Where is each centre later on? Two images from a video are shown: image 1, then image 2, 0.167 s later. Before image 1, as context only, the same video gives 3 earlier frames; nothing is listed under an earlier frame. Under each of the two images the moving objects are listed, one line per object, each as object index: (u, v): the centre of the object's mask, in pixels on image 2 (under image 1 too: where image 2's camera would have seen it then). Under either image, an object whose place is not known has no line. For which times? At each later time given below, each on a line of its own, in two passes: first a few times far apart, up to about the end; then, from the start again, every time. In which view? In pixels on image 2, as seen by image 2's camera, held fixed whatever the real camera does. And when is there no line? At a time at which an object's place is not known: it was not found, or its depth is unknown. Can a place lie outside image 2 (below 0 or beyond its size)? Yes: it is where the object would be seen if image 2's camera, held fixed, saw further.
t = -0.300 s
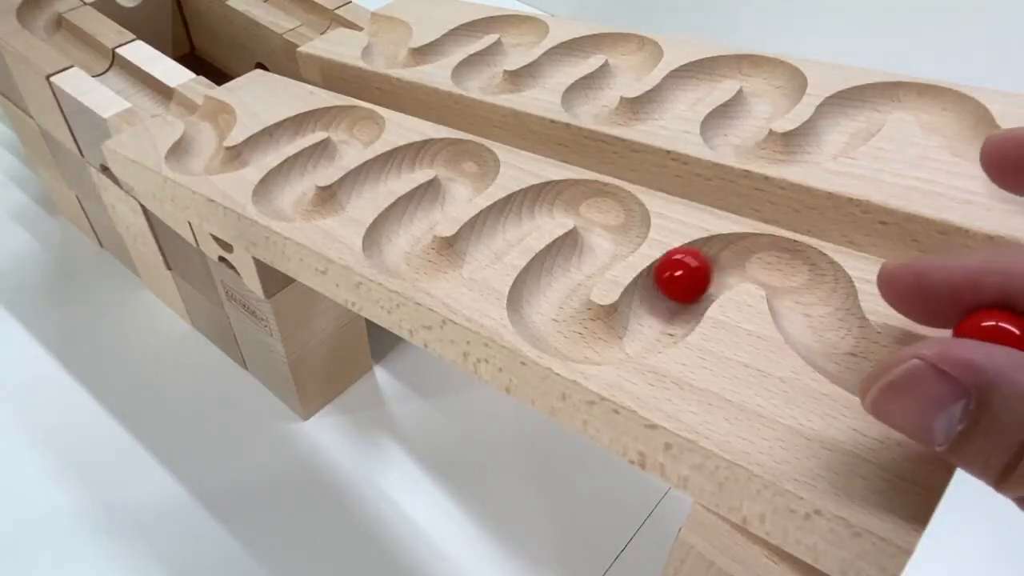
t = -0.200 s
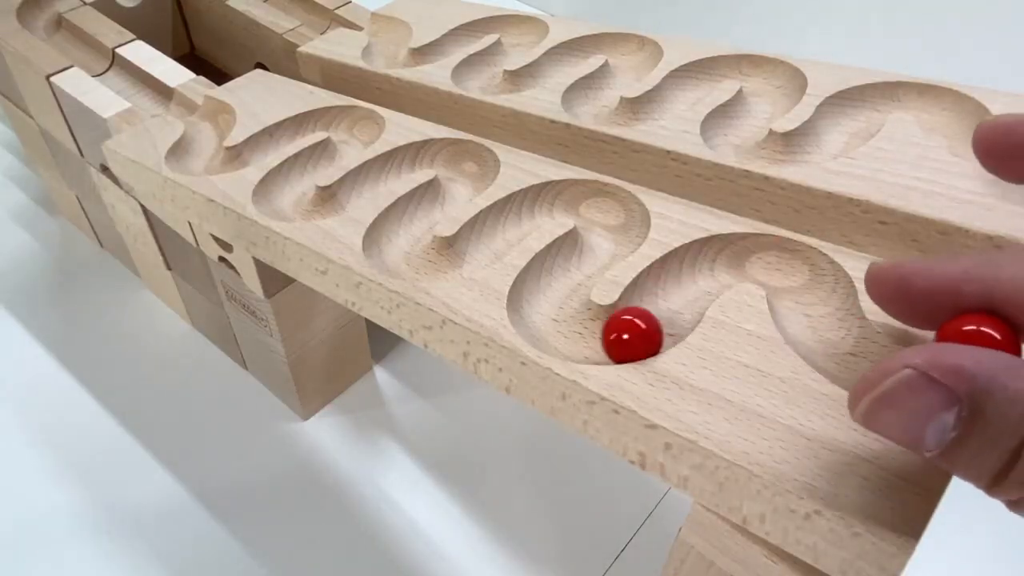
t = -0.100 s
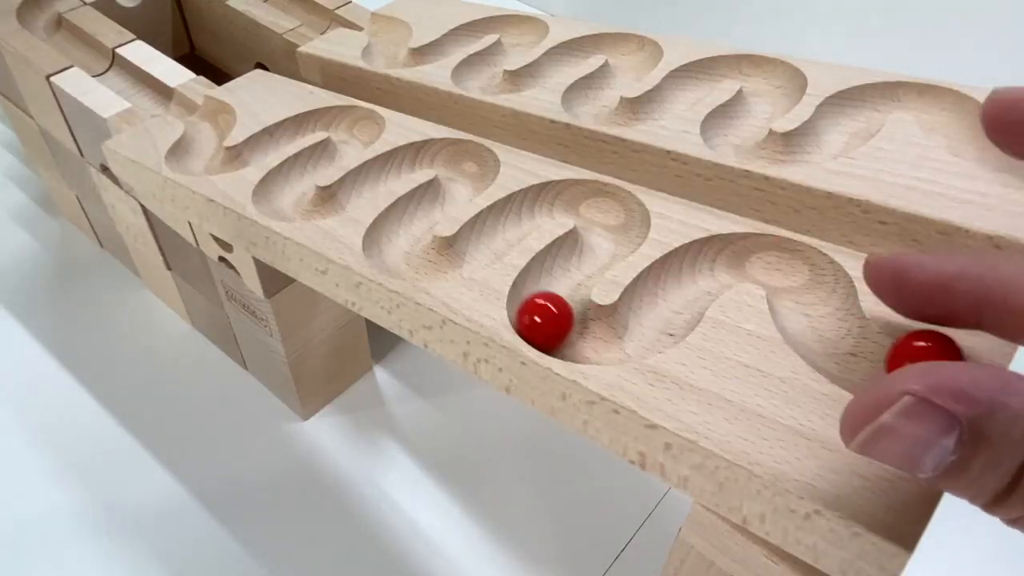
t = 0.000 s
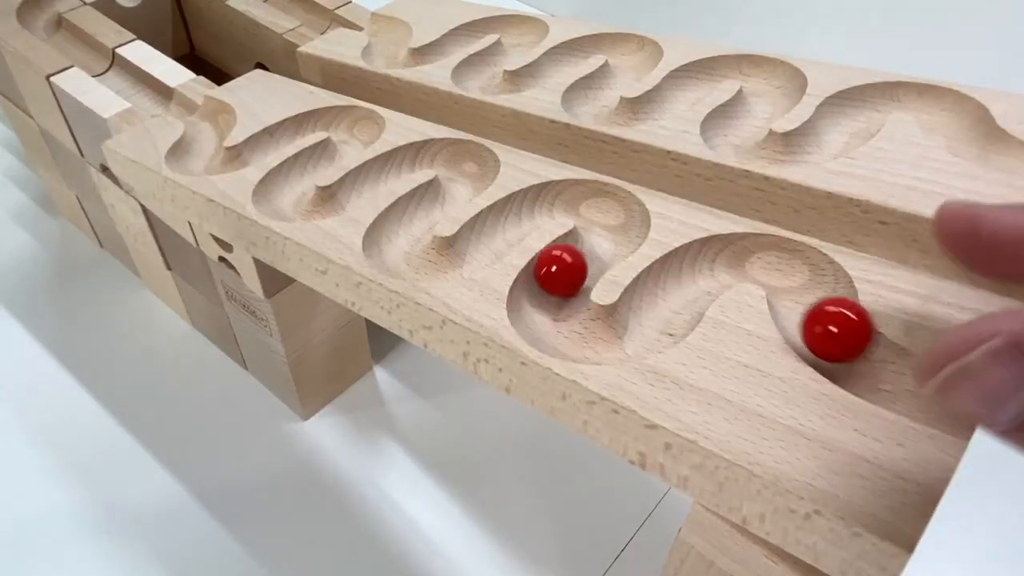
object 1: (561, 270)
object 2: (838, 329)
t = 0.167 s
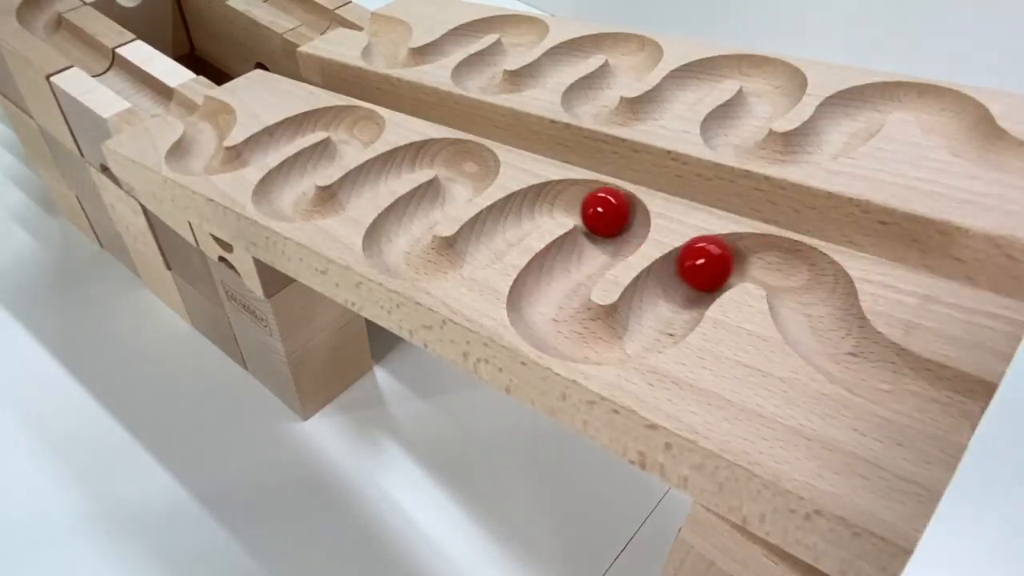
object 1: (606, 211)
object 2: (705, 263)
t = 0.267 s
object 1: (531, 201)
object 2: (644, 329)
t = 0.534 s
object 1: (390, 226)
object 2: (585, 248)
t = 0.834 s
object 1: (405, 155)
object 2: (473, 248)
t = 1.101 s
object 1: (278, 179)
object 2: (446, 188)
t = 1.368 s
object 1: (324, 113)
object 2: (363, 183)
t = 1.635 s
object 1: (188, 155)
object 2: (320, 155)
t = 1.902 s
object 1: (173, 107)
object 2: (278, 135)
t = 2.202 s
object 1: (88, 54)
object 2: (216, 117)
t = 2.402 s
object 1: (47, 29)
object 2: (154, 84)
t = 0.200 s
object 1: (585, 200)
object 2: (671, 279)
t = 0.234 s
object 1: (557, 190)
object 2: (653, 303)
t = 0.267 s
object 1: (531, 201)
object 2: (644, 329)
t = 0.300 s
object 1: (510, 220)
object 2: (627, 336)
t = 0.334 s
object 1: (487, 235)
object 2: (602, 336)
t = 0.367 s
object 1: (467, 251)
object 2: (568, 331)
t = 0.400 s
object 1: (447, 260)
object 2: (541, 316)
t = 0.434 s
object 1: (427, 262)
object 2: (541, 301)
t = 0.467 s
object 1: (408, 257)
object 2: (553, 282)
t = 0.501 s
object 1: (387, 243)
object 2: (565, 262)
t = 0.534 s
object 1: (390, 226)
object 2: (585, 248)
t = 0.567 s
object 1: (412, 216)
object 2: (610, 238)
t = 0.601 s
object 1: (430, 201)
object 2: (624, 223)
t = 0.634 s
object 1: (448, 188)
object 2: (616, 214)
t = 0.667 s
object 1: (468, 178)
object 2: (594, 204)
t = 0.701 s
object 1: (477, 166)
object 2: (569, 192)
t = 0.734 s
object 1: (468, 163)
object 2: (539, 195)
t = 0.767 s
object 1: (450, 156)
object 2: (516, 214)
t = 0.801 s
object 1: (428, 148)
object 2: (494, 231)
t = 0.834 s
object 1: (405, 155)
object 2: (473, 248)
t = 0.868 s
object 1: (383, 169)
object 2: (452, 259)
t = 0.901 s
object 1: (362, 182)
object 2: (431, 262)
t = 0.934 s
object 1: (344, 194)
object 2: (411, 257)
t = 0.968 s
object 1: (324, 202)
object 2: (388, 245)
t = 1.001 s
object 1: (307, 205)
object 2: (389, 227)
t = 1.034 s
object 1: (293, 202)
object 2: (409, 218)
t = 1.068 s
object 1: (274, 193)
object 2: (428, 203)
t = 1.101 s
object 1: (278, 179)
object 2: (446, 188)
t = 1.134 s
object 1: (300, 170)
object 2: (467, 179)
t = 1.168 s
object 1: (319, 156)
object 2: (477, 166)
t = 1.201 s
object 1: (338, 144)
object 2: (470, 162)
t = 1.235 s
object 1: (358, 135)
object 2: (450, 156)
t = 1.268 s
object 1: (365, 125)
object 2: (428, 148)
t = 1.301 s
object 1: (358, 126)
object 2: (405, 155)
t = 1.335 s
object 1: (341, 120)
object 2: (385, 170)
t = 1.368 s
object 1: (324, 113)
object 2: (363, 183)
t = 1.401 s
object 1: (303, 120)
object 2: (344, 194)
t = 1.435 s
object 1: (285, 131)
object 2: (323, 203)
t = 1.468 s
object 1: (264, 142)
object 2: (305, 204)
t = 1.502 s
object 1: (245, 150)
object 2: (292, 202)
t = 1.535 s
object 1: (227, 159)
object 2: (275, 193)
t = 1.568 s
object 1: (211, 160)
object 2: (279, 177)
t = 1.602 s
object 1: (202, 160)
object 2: (301, 169)
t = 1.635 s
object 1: (188, 155)
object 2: (320, 155)
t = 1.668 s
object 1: (188, 143)
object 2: (340, 143)
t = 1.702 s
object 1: (206, 135)
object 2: (359, 133)
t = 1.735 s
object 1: (216, 121)
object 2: (365, 124)
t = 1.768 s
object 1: (213, 117)
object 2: (355, 124)
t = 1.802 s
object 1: (202, 110)
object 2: (338, 118)
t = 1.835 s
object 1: (192, 102)
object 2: (317, 113)
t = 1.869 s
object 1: (180, 98)
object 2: (297, 123)
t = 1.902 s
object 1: (173, 107)
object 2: (278, 135)
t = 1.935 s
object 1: (168, 92)
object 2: (257, 145)
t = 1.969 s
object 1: (158, 81)
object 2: (238, 155)
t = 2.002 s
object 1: (144, 86)
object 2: (219, 159)
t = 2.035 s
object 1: (126, 78)
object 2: (205, 161)
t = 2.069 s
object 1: (115, 76)
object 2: (194, 158)
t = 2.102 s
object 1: (113, 65)
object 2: (185, 148)
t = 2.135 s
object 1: (100, 63)
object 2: (199, 138)
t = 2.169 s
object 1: (87, 57)
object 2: (214, 125)
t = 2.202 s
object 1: (88, 54)
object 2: (216, 117)
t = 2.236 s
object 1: (82, 49)
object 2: (205, 111)
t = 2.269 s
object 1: (71, 46)
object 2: (194, 104)
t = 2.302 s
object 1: (65, 42)
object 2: (181, 98)
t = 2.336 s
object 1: (63, 36)
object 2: (173, 105)
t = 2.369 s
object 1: (56, 33)
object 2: (168, 95)
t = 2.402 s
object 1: (47, 29)
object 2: (154, 84)
